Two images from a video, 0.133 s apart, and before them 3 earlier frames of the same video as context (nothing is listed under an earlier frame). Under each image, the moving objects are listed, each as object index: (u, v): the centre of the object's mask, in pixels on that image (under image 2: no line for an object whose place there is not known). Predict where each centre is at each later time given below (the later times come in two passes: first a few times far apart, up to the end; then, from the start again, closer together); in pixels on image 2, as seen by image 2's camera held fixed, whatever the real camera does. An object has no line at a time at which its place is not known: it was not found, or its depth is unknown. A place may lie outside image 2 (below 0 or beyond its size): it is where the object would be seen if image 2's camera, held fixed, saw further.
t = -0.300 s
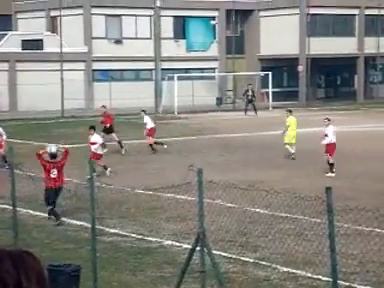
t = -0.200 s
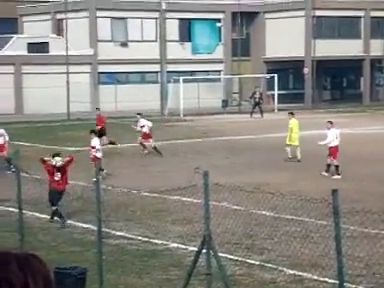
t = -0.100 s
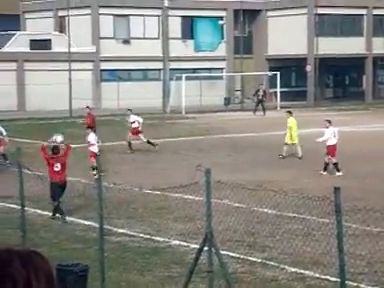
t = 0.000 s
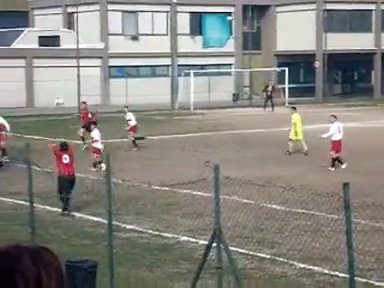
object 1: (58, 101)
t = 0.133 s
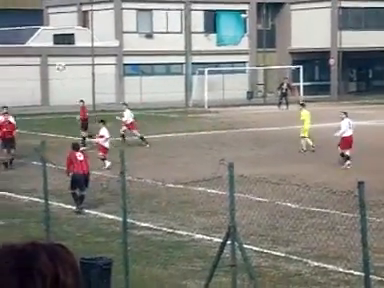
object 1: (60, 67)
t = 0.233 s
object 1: (52, 47)
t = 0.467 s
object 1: (36, 22)
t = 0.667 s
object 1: (26, 20)
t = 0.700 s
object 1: (24, 22)
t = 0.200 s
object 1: (54, 52)
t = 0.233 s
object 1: (52, 47)
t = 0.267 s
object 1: (50, 41)
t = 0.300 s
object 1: (47, 40)
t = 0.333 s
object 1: (44, 35)
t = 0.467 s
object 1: (36, 22)
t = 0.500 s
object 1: (34, 21)
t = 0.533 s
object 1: (32, 20)
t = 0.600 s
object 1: (30, 20)
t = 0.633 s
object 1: (28, 20)
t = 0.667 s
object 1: (26, 20)
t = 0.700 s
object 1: (24, 22)
